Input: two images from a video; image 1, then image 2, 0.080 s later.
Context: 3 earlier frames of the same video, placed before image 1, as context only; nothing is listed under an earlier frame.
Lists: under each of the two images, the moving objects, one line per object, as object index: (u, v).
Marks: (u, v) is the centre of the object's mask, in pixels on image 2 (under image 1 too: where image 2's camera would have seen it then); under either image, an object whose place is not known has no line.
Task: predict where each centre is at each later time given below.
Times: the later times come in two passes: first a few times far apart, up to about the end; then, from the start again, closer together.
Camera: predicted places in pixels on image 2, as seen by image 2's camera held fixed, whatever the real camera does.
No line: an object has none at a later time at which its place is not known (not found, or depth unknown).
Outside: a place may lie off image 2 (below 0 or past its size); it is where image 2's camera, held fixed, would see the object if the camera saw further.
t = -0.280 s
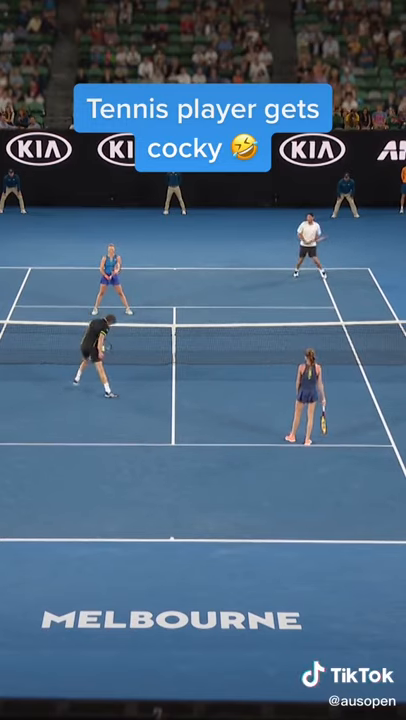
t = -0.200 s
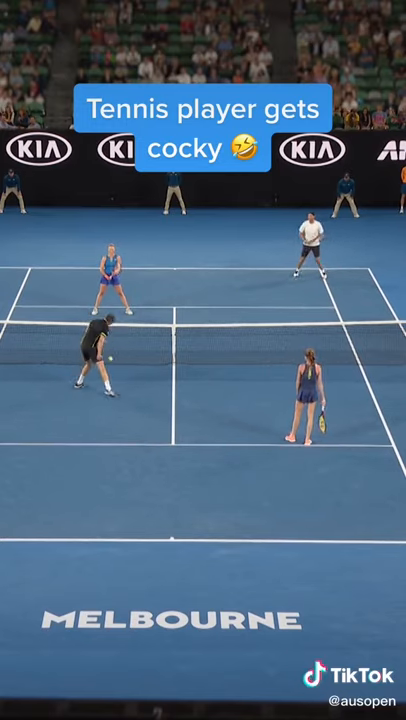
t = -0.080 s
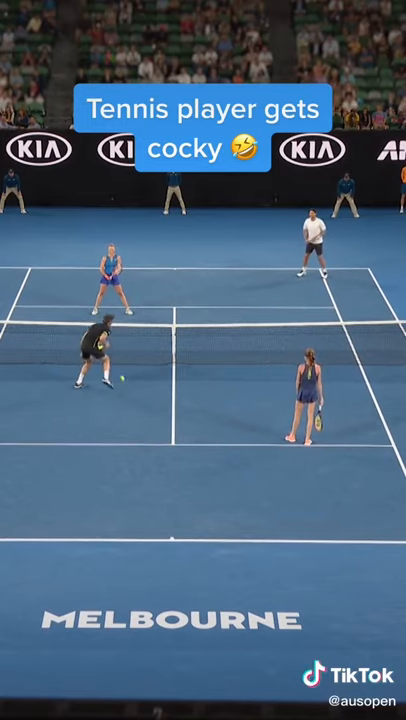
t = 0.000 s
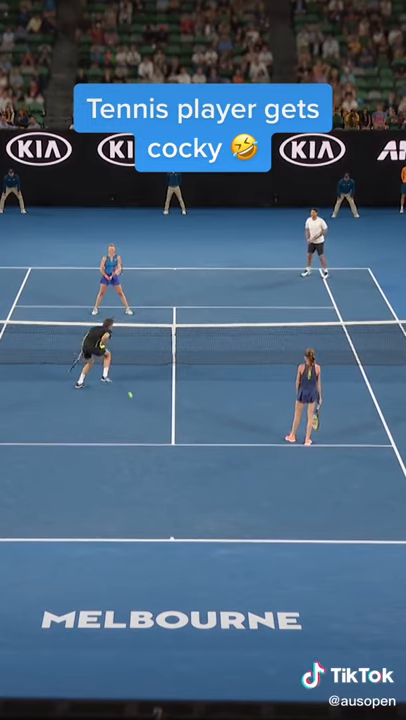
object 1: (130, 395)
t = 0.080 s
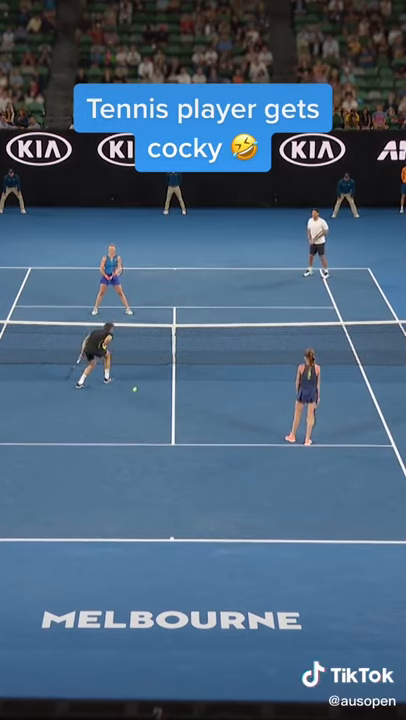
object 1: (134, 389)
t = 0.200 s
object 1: (140, 378)
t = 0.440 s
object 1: (151, 377)
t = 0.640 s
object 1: (160, 397)
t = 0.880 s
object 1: (171, 407)
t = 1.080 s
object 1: (180, 404)
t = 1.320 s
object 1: (191, 428)
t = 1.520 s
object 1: (199, 424)
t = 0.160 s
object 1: (138, 381)
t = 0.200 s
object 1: (140, 378)
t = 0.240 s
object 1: (142, 376)
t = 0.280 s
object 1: (144, 375)
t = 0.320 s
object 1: (146, 375)
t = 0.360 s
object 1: (148, 375)
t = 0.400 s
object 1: (149, 375)
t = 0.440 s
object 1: (151, 377)
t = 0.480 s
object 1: (153, 380)
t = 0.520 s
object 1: (155, 383)
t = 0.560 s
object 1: (157, 387)
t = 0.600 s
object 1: (159, 392)
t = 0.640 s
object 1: (160, 397)
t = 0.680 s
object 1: (162, 404)
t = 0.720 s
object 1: (164, 411)
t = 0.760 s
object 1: (165, 417)
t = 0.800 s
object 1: (168, 413)
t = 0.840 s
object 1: (169, 409)
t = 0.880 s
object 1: (171, 407)
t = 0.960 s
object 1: (176, 403)
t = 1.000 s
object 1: (177, 403)
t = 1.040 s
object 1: (179, 403)
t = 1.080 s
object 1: (180, 404)
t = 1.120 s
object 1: (182, 406)
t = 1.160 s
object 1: (183, 408)
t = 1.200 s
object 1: (186, 411)
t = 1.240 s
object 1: (187, 416)
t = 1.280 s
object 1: (189, 421)
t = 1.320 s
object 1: (191, 428)
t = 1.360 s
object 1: (194, 432)
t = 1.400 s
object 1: (194, 428)
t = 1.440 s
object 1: (195, 427)
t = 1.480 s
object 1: (197, 424)
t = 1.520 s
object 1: (199, 424)
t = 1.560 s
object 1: (200, 424)
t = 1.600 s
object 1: (202, 424)
